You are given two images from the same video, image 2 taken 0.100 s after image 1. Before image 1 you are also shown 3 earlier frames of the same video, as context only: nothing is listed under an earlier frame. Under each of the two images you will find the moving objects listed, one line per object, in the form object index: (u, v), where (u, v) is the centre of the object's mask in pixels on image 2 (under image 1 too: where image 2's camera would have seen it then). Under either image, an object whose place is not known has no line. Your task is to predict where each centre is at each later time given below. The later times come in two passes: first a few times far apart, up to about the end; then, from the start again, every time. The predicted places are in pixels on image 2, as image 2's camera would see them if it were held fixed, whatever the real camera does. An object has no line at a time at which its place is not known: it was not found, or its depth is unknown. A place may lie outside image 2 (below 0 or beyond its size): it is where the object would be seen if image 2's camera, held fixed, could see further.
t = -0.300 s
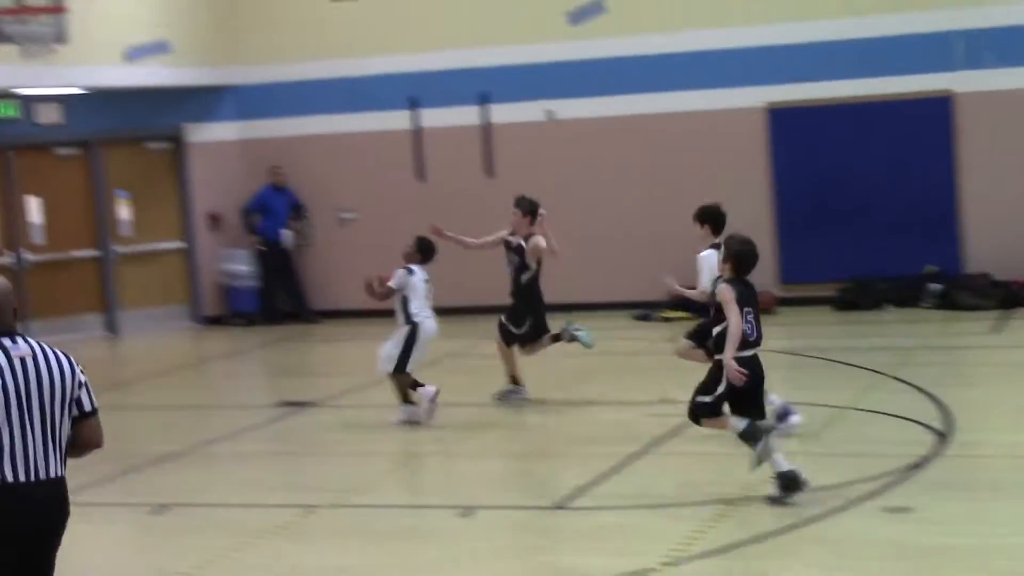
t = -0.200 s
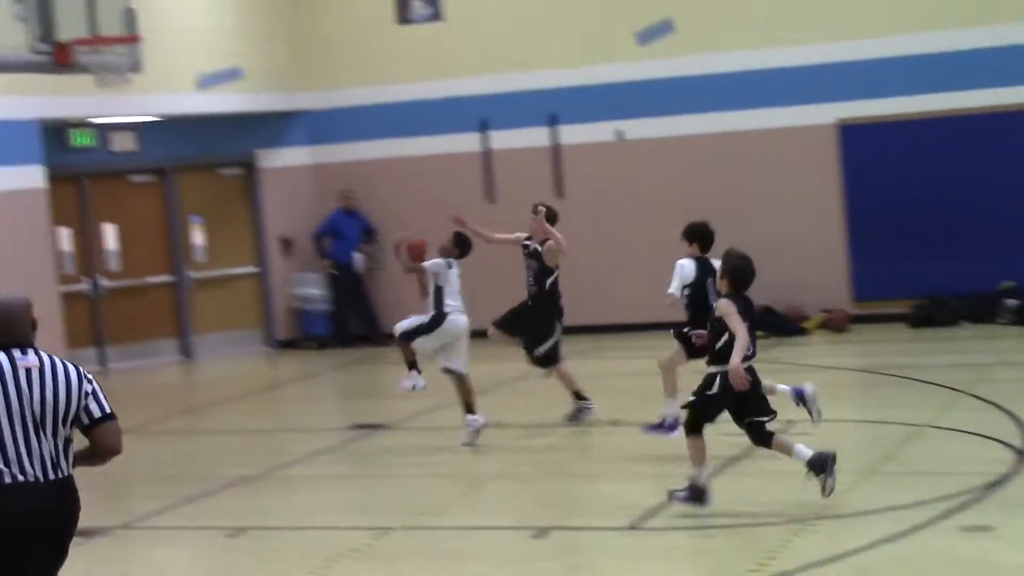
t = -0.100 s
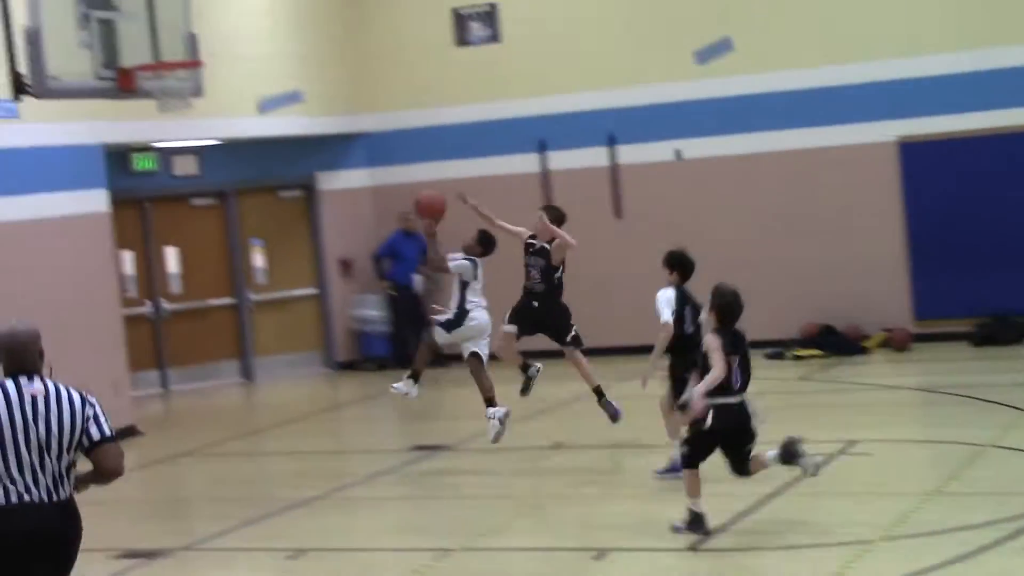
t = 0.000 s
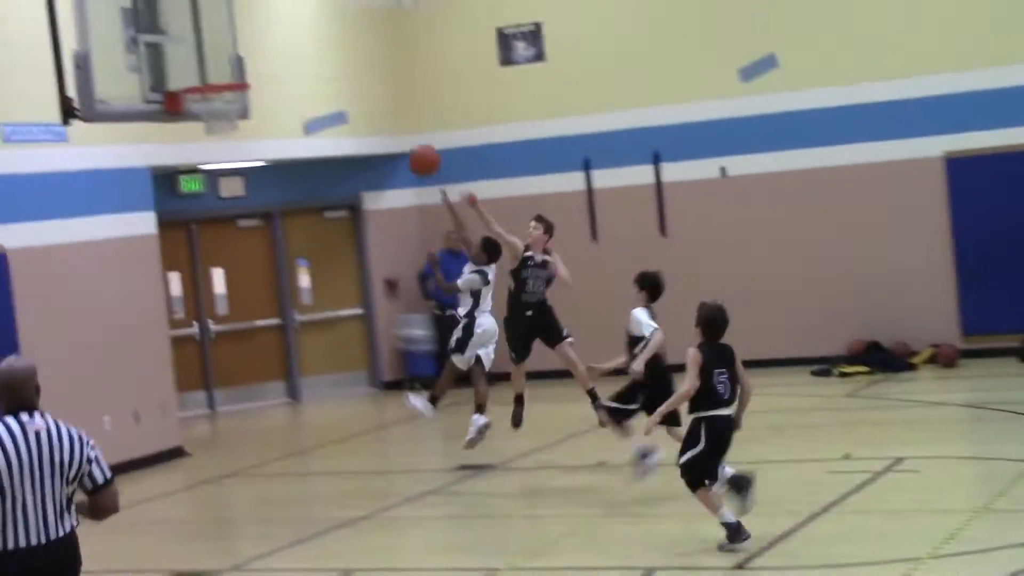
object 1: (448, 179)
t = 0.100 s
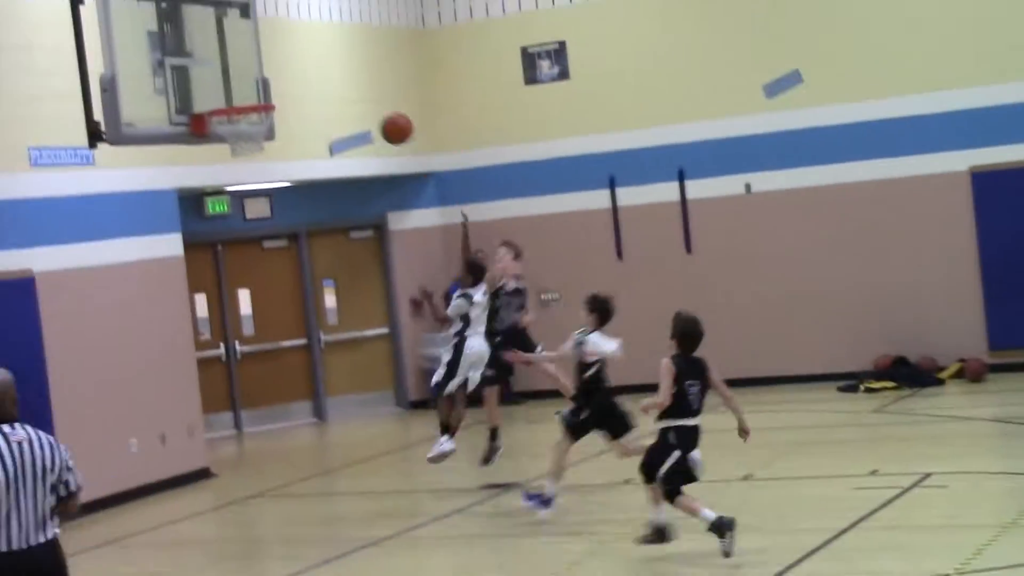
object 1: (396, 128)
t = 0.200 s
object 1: (346, 91)
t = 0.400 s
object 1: (250, 57)
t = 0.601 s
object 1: (251, 67)
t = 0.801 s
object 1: (302, 112)
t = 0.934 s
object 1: (340, 163)
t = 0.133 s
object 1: (380, 114)
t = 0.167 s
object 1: (363, 102)
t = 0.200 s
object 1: (346, 91)
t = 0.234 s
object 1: (329, 82)
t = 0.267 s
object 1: (313, 74)
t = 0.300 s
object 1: (296, 67)
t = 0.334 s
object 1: (281, 62)
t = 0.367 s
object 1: (265, 59)
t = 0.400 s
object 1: (250, 57)
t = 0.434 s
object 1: (234, 57)
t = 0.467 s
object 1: (223, 57)
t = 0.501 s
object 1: (229, 58)
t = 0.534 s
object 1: (236, 59)
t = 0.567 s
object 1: (244, 62)
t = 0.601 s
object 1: (251, 67)
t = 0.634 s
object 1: (259, 73)
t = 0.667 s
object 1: (268, 80)
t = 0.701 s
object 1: (276, 90)
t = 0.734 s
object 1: (285, 96)
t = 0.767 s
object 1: (293, 103)
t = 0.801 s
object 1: (302, 112)
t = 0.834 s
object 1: (311, 122)
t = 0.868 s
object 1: (321, 134)
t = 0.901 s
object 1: (330, 148)
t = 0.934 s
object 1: (340, 163)
